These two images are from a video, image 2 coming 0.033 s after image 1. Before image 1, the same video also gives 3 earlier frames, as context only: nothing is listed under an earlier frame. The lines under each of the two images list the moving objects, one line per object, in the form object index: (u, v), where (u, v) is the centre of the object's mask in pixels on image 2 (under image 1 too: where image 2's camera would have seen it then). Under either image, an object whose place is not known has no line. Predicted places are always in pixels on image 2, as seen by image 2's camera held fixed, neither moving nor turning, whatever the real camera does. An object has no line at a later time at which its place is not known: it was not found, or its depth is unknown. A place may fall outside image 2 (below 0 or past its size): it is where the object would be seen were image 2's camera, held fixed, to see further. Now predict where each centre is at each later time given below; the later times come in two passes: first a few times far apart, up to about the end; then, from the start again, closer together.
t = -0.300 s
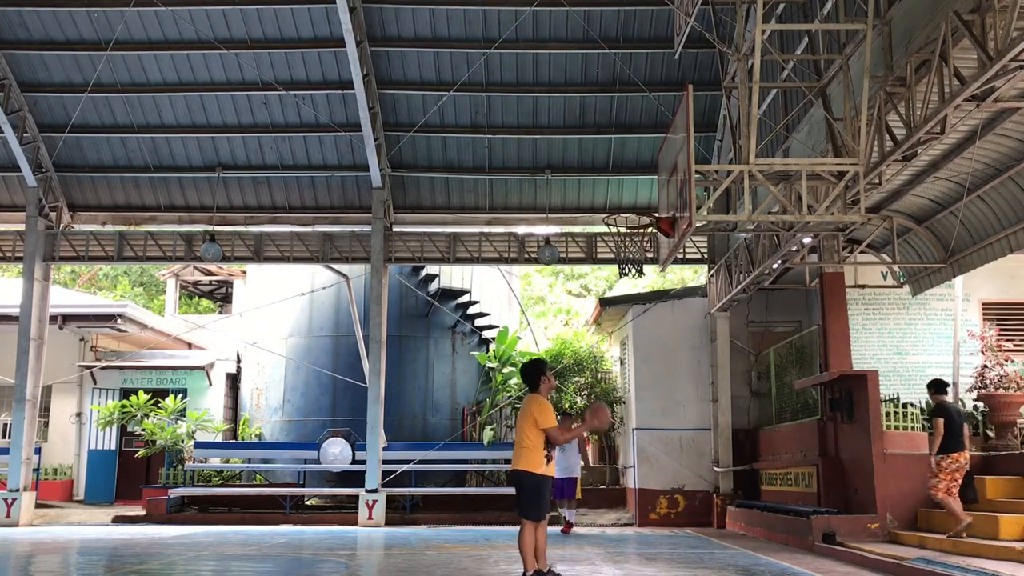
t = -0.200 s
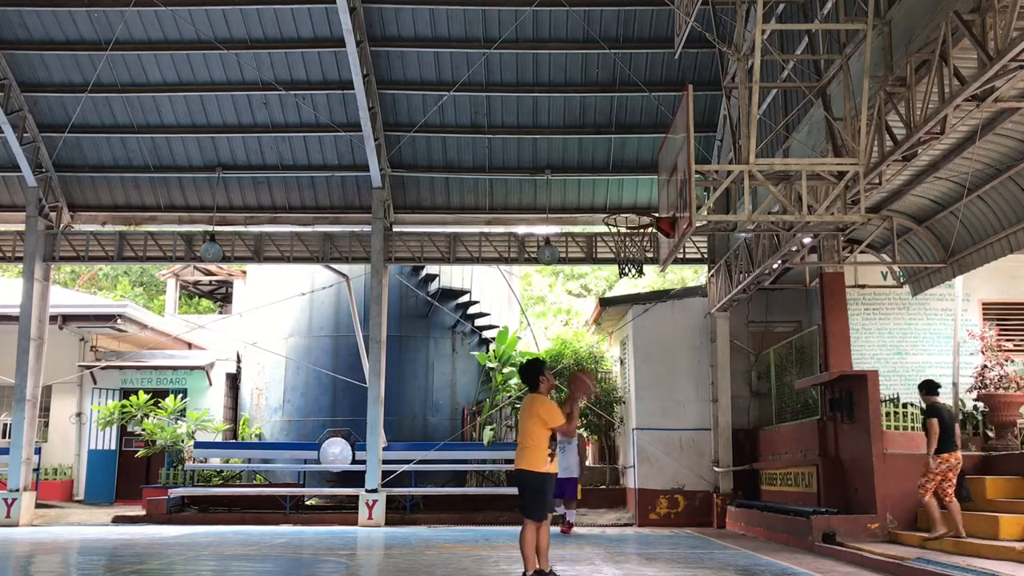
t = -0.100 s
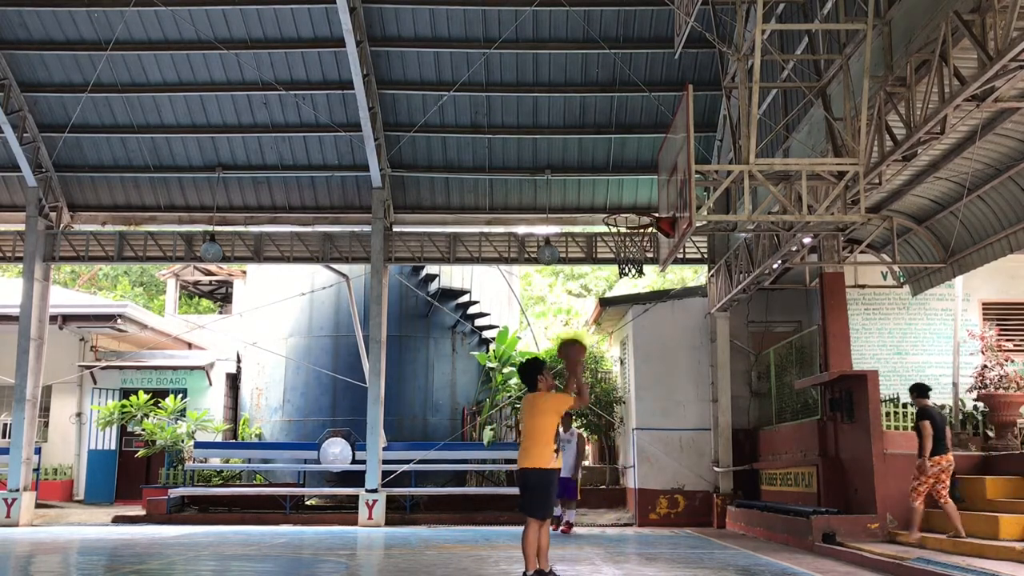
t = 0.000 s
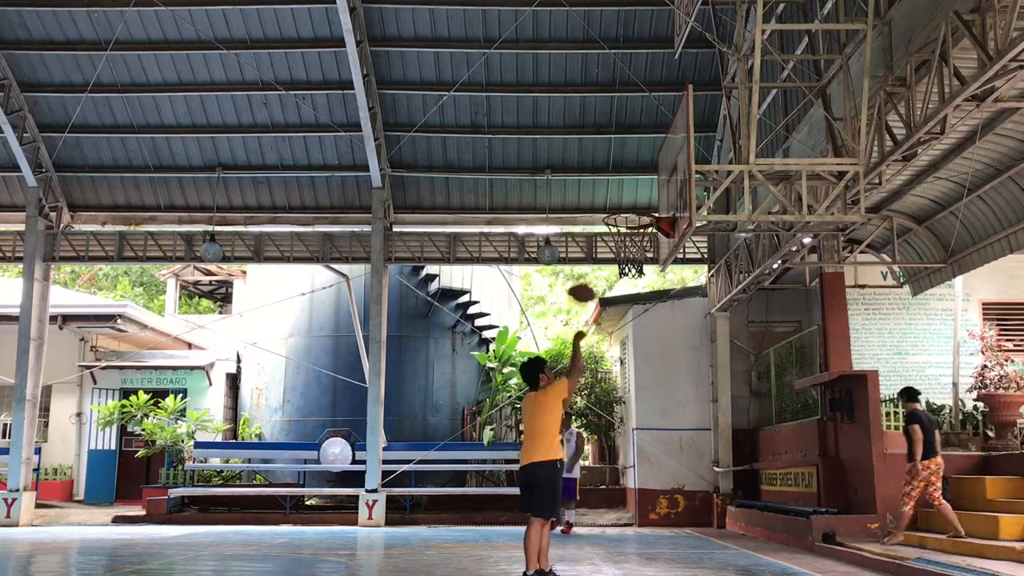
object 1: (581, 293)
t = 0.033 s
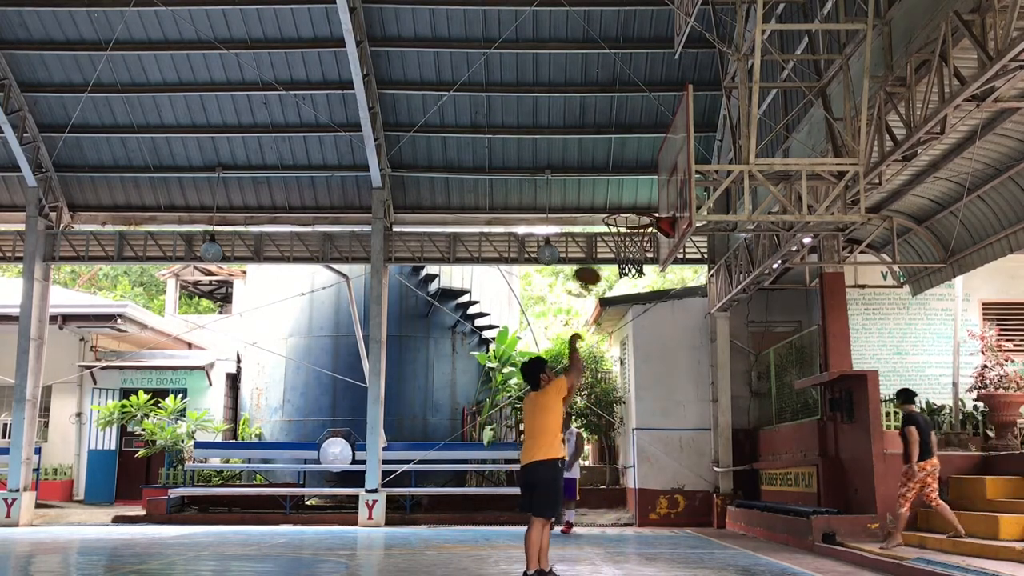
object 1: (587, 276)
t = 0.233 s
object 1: (620, 199)
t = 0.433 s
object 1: (650, 175)
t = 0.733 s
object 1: (632, 220)
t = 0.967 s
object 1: (610, 272)
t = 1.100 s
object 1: (603, 309)
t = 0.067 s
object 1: (593, 257)
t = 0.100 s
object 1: (599, 245)
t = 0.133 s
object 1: (604, 230)
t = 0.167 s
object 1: (609, 220)
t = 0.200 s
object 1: (614, 209)
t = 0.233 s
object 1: (620, 199)
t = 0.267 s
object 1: (625, 193)
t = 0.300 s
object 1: (630, 186)
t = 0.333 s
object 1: (635, 182)
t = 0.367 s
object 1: (640, 179)
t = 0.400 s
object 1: (645, 177)
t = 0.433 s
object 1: (650, 175)
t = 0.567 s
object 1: (656, 181)
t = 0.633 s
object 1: (646, 192)
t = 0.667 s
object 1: (641, 200)
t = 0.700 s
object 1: (637, 208)
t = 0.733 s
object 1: (632, 220)
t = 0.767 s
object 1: (628, 228)
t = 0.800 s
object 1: (622, 242)
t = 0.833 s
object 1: (620, 253)
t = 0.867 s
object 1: (616, 256)
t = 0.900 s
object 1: (613, 260)
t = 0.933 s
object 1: (612, 264)
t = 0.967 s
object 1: (610, 272)
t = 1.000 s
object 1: (608, 279)
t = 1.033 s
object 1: (606, 287)
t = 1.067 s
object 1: (605, 297)
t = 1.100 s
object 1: (603, 309)
